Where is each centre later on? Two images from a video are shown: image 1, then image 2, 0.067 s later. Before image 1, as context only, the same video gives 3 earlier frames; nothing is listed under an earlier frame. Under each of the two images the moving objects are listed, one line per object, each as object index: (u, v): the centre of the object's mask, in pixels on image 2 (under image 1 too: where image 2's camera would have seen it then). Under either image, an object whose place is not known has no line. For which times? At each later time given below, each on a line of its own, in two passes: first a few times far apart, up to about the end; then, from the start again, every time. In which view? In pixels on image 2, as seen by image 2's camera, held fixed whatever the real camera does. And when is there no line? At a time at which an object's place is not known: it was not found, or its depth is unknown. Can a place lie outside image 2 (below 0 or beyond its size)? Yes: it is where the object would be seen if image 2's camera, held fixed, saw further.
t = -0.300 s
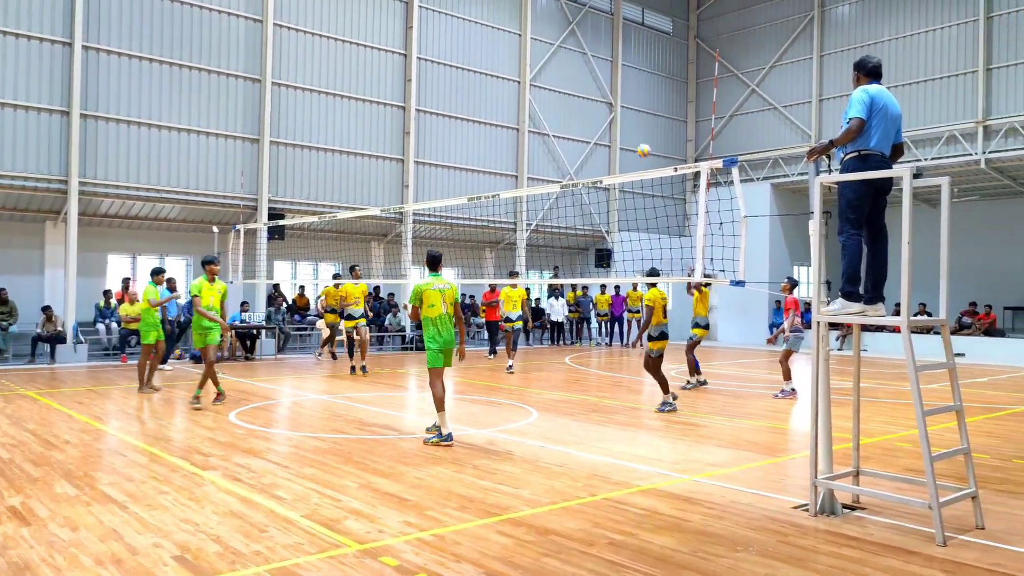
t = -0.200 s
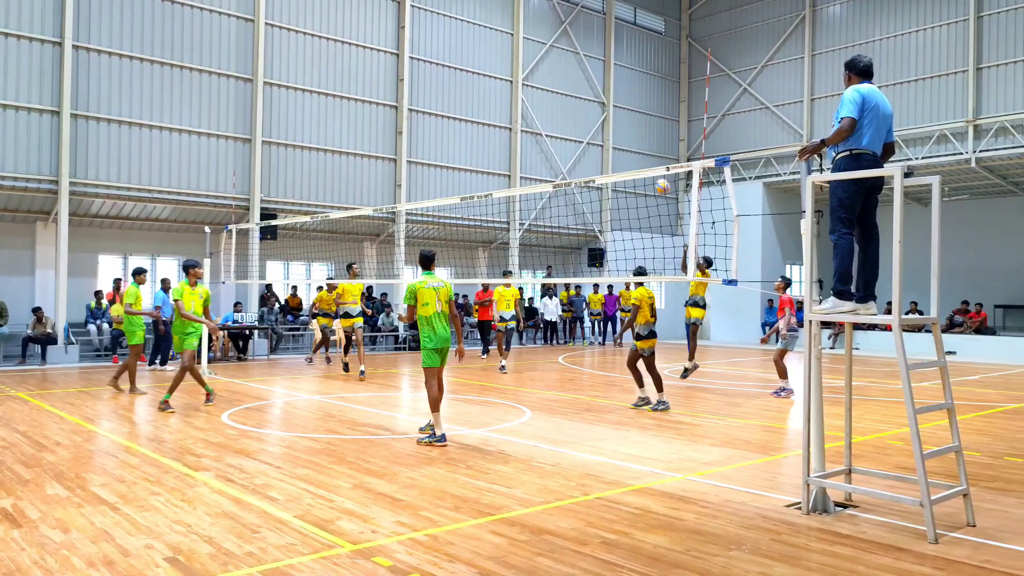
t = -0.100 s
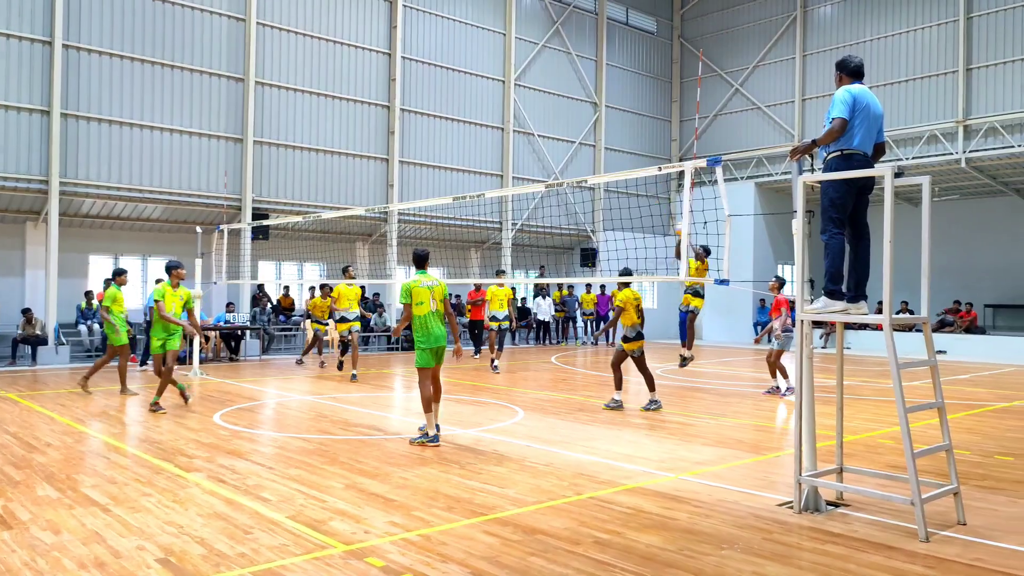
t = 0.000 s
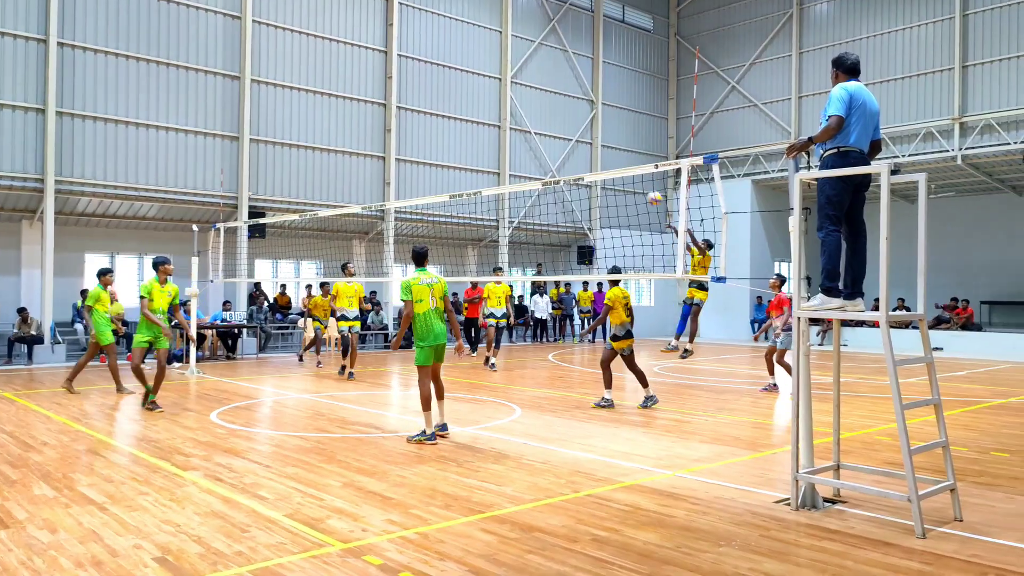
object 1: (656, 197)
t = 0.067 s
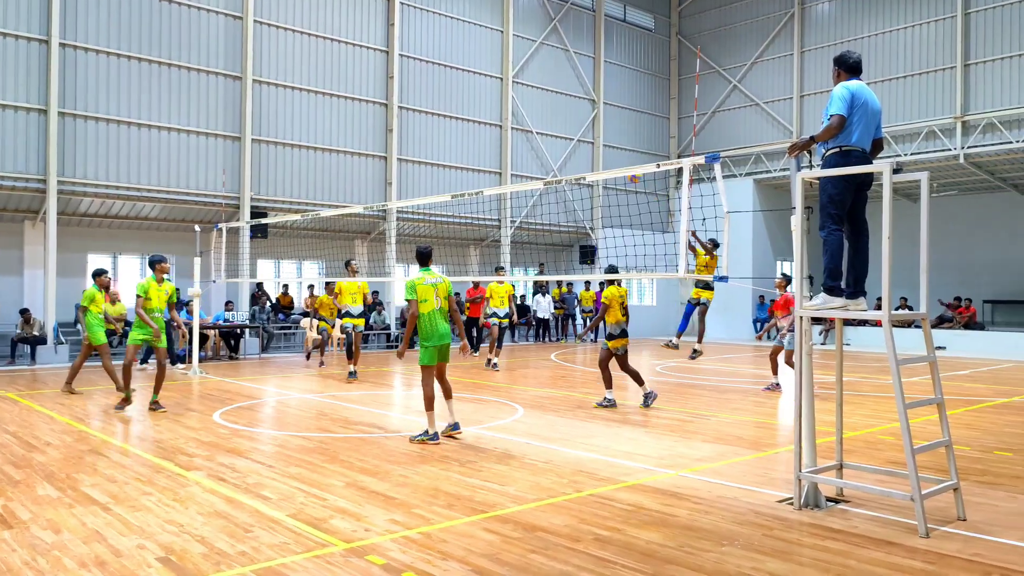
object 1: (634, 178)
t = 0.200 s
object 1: (585, 136)
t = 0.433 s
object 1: (492, 90)
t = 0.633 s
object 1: (397, 79)
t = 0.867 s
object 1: (258, 109)
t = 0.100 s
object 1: (621, 163)
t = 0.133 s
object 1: (610, 154)
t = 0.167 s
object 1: (597, 145)
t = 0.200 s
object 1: (585, 136)
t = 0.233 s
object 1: (573, 128)
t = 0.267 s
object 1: (559, 120)
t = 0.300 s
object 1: (547, 113)
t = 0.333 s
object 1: (533, 106)
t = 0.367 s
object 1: (520, 100)
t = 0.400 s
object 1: (506, 95)
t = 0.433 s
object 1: (492, 90)
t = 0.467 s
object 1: (477, 87)
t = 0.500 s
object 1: (462, 84)
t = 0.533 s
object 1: (447, 81)
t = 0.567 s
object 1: (431, 79)
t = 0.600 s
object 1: (414, 78)
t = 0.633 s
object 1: (397, 79)
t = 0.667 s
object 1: (379, 80)
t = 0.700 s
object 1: (361, 82)
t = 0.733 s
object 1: (341, 85)
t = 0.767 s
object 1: (321, 88)
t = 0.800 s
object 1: (301, 94)
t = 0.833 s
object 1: (280, 101)
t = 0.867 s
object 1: (258, 109)
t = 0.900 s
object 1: (237, 119)
